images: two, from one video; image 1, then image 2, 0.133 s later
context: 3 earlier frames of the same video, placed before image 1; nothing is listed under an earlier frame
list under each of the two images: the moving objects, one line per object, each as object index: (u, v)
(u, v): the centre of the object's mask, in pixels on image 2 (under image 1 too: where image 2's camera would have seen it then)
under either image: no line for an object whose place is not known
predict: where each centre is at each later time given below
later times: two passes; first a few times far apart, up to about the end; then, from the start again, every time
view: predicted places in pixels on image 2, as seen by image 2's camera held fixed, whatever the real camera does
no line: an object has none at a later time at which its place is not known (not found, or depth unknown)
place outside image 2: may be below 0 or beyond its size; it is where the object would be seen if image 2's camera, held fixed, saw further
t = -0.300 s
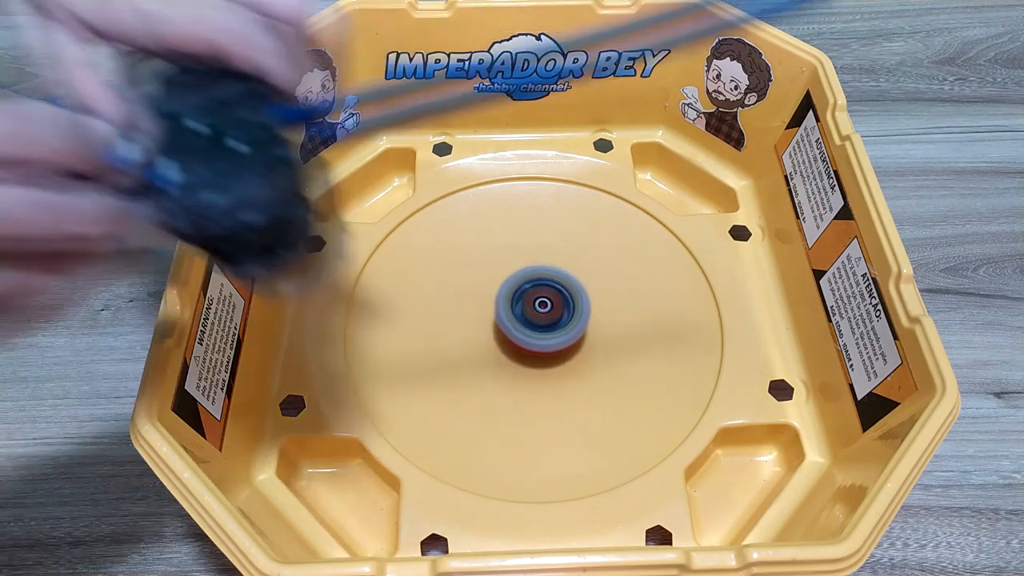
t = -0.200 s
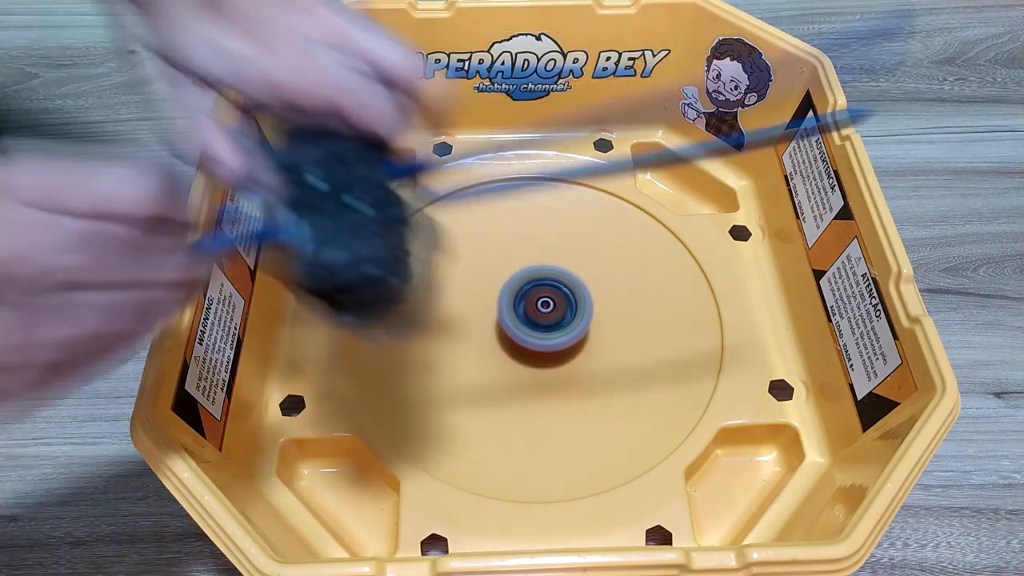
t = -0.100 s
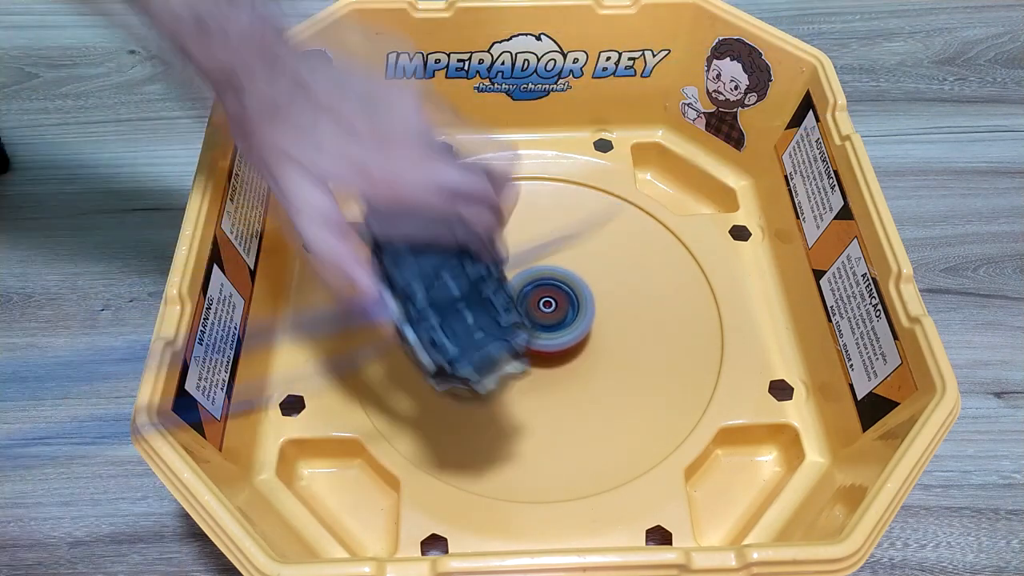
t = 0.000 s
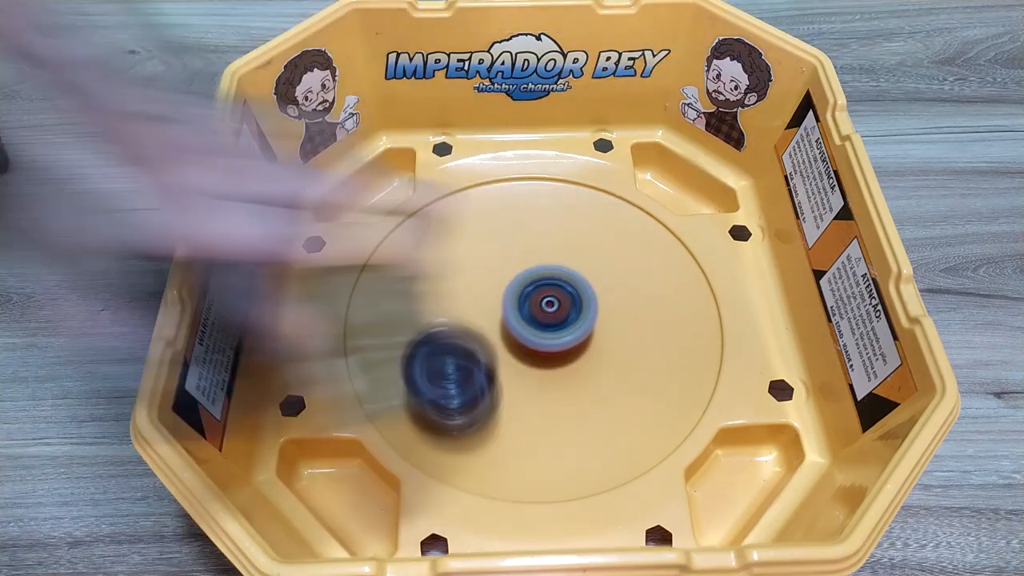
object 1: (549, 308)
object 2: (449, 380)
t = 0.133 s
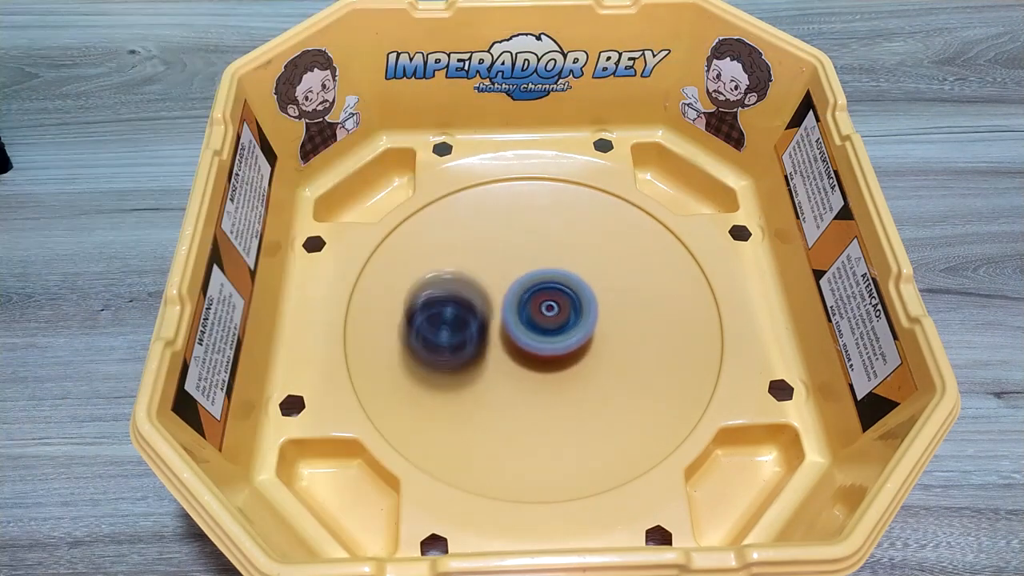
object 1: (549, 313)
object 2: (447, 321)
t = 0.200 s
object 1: (549, 315)
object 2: (453, 291)
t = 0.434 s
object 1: (589, 325)
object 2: (462, 200)
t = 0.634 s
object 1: (586, 329)
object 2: (564, 239)
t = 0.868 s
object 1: (597, 377)
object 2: (561, 291)
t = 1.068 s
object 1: (598, 394)
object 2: (462, 294)
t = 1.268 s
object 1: (561, 378)
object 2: (436, 282)
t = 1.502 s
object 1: (526, 360)
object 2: (513, 264)
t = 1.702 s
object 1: (517, 344)
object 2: (553, 255)
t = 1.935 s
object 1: (480, 357)
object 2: (596, 241)
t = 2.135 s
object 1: (487, 339)
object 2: (577, 302)
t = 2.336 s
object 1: (476, 323)
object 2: (587, 342)
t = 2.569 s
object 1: (477, 294)
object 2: (586, 356)
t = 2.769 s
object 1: (493, 285)
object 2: (556, 349)
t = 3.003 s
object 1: (504, 280)
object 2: (572, 342)
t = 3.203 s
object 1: (517, 285)
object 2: (595, 355)
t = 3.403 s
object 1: (525, 293)
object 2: (574, 367)
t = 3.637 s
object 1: (521, 282)
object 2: (560, 418)
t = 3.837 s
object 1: (517, 297)
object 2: (520, 403)
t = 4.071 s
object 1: (515, 270)
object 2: (513, 396)
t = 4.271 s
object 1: (510, 271)
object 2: (531, 377)
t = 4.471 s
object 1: (514, 263)
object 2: (550, 396)
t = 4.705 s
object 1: (532, 279)
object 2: (537, 366)
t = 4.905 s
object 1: (545, 273)
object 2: (534, 389)
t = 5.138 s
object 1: (549, 285)
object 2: (542, 383)
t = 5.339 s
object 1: (551, 286)
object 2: (535, 388)
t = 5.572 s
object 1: (544, 290)
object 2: (494, 368)
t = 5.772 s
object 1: (545, 289)
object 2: (487, 361)
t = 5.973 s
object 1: (555, 277)
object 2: (475, 369)
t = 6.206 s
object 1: (557, 277)
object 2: (467, 329)
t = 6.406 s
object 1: (562, 279)
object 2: (460, 323)
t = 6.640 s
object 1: (563, 288)
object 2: (482, 334)
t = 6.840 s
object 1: (562, 296)
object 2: (476, 343)
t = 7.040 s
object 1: (566, 301)
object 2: (464, 337)
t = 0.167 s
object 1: (548, 313)
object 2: (451, 304)
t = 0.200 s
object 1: (549, 315)
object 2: (453, 291)
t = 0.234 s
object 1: (561, 320)
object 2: (447, 272)
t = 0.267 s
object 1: (571, 324)
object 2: (441, 253)
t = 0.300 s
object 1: (578, 326)
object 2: (438, 237)
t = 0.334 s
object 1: (583, 326)
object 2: (439, 223)
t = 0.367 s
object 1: (586, 326)
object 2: (443, 212)
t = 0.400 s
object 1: (588, 326)
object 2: (450, 205)
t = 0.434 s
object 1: (589, 325)
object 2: (462, 200)
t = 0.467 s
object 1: (588, 325)
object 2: (475, 198)
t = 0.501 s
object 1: (588, 325)
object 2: (490, 199)
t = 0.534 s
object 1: (586, 324)
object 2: (507, 206)
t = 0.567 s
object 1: (586, 324)
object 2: (527, 215)
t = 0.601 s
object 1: (585, 324)
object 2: (545, 226)
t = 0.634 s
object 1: (586, 329)
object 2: (564, 239)
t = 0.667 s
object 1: (591, 340)
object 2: (572, 245)
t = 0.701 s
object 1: (596, 352)
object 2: (576, 247)
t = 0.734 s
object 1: (597, 361)
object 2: (577, 253)
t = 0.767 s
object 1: (597, 367)
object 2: (576, 260)
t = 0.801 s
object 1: (597, 370)
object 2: (574, 270)
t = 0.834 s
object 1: (596, 372)
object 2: (570, 280)
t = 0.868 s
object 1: (597, 377)
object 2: (561, 291)
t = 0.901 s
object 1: (600, 383)
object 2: (545, 297)
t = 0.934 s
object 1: (603, 390)
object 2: (526, 297)
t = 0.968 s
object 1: (603, 393)
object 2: (508, 297)
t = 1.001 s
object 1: (602, 394)
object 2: (491, 297)
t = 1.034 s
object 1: (601, 394)
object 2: (475, 298)
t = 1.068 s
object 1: (598, 394)
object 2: (462, 294)
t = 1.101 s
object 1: (595, 393)
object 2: (450, 292)
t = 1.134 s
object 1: (590, 390)
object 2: (442, 291)
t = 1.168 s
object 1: (584, 387)
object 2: (436, 289)
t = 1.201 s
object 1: (577, 384)
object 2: (433, 287)
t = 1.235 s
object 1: (569, 381)
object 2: (433, 284)
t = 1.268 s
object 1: (561, 378)
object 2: (436, 282)
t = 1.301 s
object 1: (554, 374)
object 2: (442, 281)
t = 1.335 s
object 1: (547, 372)
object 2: (451, 279)
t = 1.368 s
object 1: (541, 366)
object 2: (461, 280)
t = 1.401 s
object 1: (535, 361)
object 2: (474, 281)
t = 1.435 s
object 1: (530, 359)
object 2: (488, 280)
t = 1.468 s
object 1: (528, 360)
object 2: (503, 273)
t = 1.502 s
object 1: (526, 360)
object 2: (513, 264)
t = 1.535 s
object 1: (524, 360)
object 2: (521, 257)
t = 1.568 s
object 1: (522, 357)
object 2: (530, 253)
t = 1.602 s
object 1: (521, 354)
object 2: (537, 250)
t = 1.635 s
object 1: (520, 351)
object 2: (543, 250)
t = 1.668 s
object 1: (519, 347)
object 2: (549, 251)
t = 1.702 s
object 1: (517, 344)
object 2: (553, 255)
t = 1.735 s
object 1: (515, 340)
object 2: (555, 262)
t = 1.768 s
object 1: (509, 343)
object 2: (560, 264)
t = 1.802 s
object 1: (500, 349)
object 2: (571, 253)
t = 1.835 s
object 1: (491, 358)
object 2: (580, 245)
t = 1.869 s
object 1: (485, 361)
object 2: (587, 240)
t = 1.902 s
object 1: (482, 361)
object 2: (593, 239)
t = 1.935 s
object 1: (480, 357)
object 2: (596, 241)
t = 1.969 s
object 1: (480, 356)
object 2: (596, 247)
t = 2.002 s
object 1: (481, 354)
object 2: (596, 253)
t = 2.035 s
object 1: (482, 350)
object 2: (595, 261)
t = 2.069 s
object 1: (483, 347)
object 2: (590, 274)
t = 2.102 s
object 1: (486, 341)
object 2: (584, 288)
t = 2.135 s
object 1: (487, 339)
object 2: (577, 302)
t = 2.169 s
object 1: (484, 337)
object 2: (575, 314)
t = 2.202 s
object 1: (481, 336)
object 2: (576, 323)
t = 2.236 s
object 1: (477, 333)
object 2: (581, 330)
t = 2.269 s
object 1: (475, 330)
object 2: (586, 335)
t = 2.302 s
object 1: (476, 325)
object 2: (586, 341)
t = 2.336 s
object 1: (476, 323)
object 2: (587, 342)
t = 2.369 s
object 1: (479, 319)
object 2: (582, 345)
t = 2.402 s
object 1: (481, 316)
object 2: (578, 345)
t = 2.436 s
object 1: (482, 313)
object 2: (572, 347)
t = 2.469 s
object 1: (477, 309)
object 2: (577, 349)
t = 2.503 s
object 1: (475, 301)
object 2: (583, 353)
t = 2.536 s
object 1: (475, 297)
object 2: (586, 355)
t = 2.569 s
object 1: (477, 294)
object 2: (586, 356)
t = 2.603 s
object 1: (479, 292)
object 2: (585, 356)
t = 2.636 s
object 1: (481, 291)
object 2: (581, 356)
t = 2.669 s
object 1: (484, 289)
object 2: (575, 356)
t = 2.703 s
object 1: (487, 287)
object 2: (568, 354)
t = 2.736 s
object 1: (490, 286)
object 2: (562, 352)
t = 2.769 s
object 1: (493, 285)
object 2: (556, 349)
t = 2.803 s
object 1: (493, 282)
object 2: (557, 346)
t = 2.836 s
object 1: (494, 280)
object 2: (560, 345)
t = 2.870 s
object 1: (496, 279)
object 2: (561, 346)
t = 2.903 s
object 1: (498, 279)
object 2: (563, 345)
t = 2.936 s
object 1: (501, 279)
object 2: (564, 343)
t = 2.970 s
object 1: (502, 279)
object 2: (568, 342)
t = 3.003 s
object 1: (504, 280)
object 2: (572, 342)
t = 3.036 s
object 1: (507, 281)
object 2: (575, 341)
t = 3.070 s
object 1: (508, 280)
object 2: (582, 343)
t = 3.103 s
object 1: (509, 280)
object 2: (588, 346)
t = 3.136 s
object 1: (511, 281)
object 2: (592, 349)
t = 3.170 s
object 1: (514, 283)
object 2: (596, 350)
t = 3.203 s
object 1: (517, 285)
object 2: (595, 355)
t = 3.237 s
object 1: (519, 287)
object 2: (592, 357)
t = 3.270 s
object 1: (522, 289)
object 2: (590, 358)
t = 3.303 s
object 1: (525, 291)
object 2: (584, 359)
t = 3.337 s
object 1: (525, 292)
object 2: (581, 362)
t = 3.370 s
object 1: (524, 292)
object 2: (578, 366)
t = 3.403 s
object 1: (525, 293)
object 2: (574, 367)
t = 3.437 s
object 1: (526, 295)
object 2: (570, 371)
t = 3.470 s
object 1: (527, 296)
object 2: (565, 376)
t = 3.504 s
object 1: (528, 297)
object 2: (560, 379)
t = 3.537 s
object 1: (528, 297)
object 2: (560, 383)
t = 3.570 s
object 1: (525, 289)
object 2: (561, 396)
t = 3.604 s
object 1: (523, 284)
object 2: (562, 407)
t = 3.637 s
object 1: (521, 282)
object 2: (560, 418)
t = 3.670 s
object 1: (520, 283)
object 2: (556, 423)
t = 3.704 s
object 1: (518, 284)
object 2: (550, 424)
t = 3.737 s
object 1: (517, 286)
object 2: (543, 423)
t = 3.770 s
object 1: (516, 289)
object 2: (535, 419)
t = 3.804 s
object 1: (517, 293)
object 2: (527, 411)
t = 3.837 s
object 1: (517, 297)
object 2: (520, 403)
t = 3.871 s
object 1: (517, 300)
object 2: (515, 394)
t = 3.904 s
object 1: (518, 296)
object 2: (513, 392)
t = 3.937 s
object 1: (519, 285)
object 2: (511, 397)
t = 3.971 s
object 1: (520, 278)
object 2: (511, 400)
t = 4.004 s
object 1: (519, 274)
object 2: (511, 401)
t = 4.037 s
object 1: (517, 272)
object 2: (512, 399)
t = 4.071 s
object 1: (515, 270)
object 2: (513, 396)
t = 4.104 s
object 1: (513, 270)
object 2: (514, 390)
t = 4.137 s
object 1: (512, 272)
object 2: (516, 383)
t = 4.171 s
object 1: (510, 274)
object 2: (518, 376)
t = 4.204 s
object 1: (510, 277)
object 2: (520, 369)
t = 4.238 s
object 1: (510, 277)
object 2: (525, 368)
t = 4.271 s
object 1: (510, 271)
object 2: (531, 377)
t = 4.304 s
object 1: (510, 267)
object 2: (537, 383)
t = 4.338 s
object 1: (510, 265)
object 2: (542, 389)
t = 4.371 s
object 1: (511, 263)
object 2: (546, 393)
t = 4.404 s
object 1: (512, 262)
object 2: (548, 396)
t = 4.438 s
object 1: (513, 262)
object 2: (550, 397)
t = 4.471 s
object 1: (514, 263)
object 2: (550, 396)
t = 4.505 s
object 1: (516, 265)
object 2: (549, 395)
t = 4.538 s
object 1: (517, 267)
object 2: (547, 392)
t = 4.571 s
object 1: (519, 269)
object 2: (544, 387)
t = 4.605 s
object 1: (522, 271)
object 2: (541, 382)
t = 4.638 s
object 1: (525, 274)
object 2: (539, 377)
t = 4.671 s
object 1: (528, 277)
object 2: (537, 370)
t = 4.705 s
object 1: (532, 279)
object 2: (537, 366)
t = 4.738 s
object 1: (535, 275)
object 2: (536, 372)
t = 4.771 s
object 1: (539, 270)
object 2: (535, 378)
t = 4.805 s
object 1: (542, 269)
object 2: (533, 383)
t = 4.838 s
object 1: (543, 269)
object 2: (533, 387)
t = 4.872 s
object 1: (544, 271)
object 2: (533, 388)
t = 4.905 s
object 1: (545, 273)
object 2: (534, 389)
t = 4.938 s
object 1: (545, 276)
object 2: (535, 388)
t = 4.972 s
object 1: (546, 279)
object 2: (535, 386)
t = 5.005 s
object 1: (547, 282)
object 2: (535, 383)
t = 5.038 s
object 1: (547, 285)
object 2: (537, 379)
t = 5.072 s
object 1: (548, 288)
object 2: (538, 375)
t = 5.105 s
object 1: (548, 287)
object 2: (540, 380)
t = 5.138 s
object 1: (549, 285)
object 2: (542, 383)
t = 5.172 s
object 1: (550, 286)
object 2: (542, 388)
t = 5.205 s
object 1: (550, 288)
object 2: (542, 388)
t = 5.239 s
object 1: (549, 290)
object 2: (542, 385)
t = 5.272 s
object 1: (549, 292)
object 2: (542, 381)
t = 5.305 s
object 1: (550, 291)
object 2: (540, 382)
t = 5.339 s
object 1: (551, 286)
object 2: (535, 388)
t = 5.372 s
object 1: (551, 283)
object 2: (528, 391)
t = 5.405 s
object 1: (551, 283)
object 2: (522, 392)
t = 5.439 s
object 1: (550, 283)
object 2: (514, 390)
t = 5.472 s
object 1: (549, 284)
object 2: (507, 386)
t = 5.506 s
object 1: (547, 285)
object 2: (501, 381)
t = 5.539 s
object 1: (545, 288)
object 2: (497, 374)
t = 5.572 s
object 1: (544, 290)
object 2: (494, 368)
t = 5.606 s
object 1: (543, 290)
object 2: (491, 365)
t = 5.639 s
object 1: (543, 288)
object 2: (487, 364)
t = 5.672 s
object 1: (543, 289)
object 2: (487, 360)
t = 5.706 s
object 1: (542, 289)
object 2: (487, 361)
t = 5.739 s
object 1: (543, 289)
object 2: (487, 361)
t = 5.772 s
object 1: (545, 289)
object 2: (487, 361)
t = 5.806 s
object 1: (545, 289)
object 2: (489, 360)
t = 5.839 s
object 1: (548, 286)
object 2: (488, 361)
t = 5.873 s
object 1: (554, 281)
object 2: (483, 367)
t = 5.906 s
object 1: (555, 279)
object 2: (479, 370)
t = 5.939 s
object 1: (556, 278)
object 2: (477, 371)
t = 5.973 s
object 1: (555, 277)
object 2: (475, 369)
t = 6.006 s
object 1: (555, 277)
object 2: (474, 365)
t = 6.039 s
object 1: (554, 278)
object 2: (474, 360)
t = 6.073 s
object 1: (553, 278)
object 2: (474, 354)
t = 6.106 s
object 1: (552, 279)
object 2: (474, 347)
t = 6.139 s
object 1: (552, 279)
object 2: (474, 341)
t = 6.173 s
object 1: (551, 280)
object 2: (475, 334)
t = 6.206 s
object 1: (557, 277)
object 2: (467, 329)
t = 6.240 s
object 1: (562, 276)
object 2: (460, 328)
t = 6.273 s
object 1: (563, 276)
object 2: (455, 327)
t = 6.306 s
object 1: (563, 277)
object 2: (453, 326)
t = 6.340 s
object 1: (563, 277)
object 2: (453, 325)
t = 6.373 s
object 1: (562, 278)
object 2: (455, 326)
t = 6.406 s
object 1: (562, 279)
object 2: (460, 323)
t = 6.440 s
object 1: (561, 280)
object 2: (466, 324)
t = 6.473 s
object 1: (560, 282)
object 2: (473, 322)
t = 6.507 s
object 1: (560, 283)
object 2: (479, 322)
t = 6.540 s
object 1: (563, 283)
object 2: (479, 325)
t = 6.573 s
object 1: (563, 285)
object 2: (480, 327)
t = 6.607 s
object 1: (563, 287)
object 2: (483, 330)
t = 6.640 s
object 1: (563, 288)
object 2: (482, 334)
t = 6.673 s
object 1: (566, 289)
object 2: (476, 338)
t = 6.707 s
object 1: (566, 290)
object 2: (472, 342)
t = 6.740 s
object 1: (566, 291)
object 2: (471, 344)
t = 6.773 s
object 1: (565, 292)
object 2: (471, 346)
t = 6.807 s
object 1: (564, 294)
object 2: (473, 345)
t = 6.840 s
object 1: (562, 296)
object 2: (476, 343)
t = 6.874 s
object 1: (561, 298)
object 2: (481, 341)
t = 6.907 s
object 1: (565, 297)
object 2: (477, 343)
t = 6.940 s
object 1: (569, 296)
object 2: (472, 343)
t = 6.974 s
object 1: (569, 298)
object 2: (469, 341)
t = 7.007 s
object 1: (568, 299)
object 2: (467, 340)
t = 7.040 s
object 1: (566, 301)
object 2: (464, 337)
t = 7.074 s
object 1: (564, 302)
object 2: (464, 335)
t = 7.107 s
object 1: (561, 304)
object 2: (463, 334)
